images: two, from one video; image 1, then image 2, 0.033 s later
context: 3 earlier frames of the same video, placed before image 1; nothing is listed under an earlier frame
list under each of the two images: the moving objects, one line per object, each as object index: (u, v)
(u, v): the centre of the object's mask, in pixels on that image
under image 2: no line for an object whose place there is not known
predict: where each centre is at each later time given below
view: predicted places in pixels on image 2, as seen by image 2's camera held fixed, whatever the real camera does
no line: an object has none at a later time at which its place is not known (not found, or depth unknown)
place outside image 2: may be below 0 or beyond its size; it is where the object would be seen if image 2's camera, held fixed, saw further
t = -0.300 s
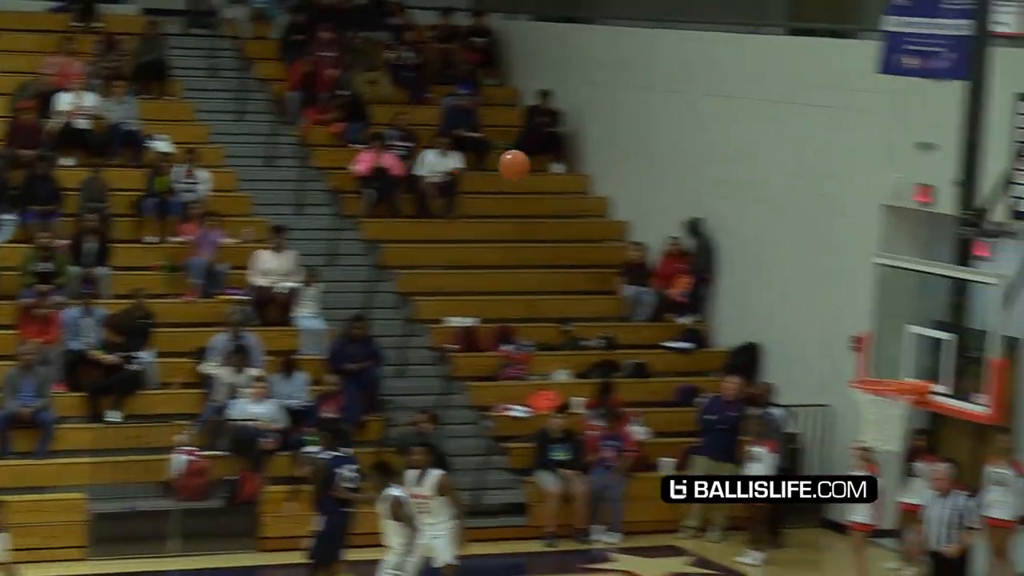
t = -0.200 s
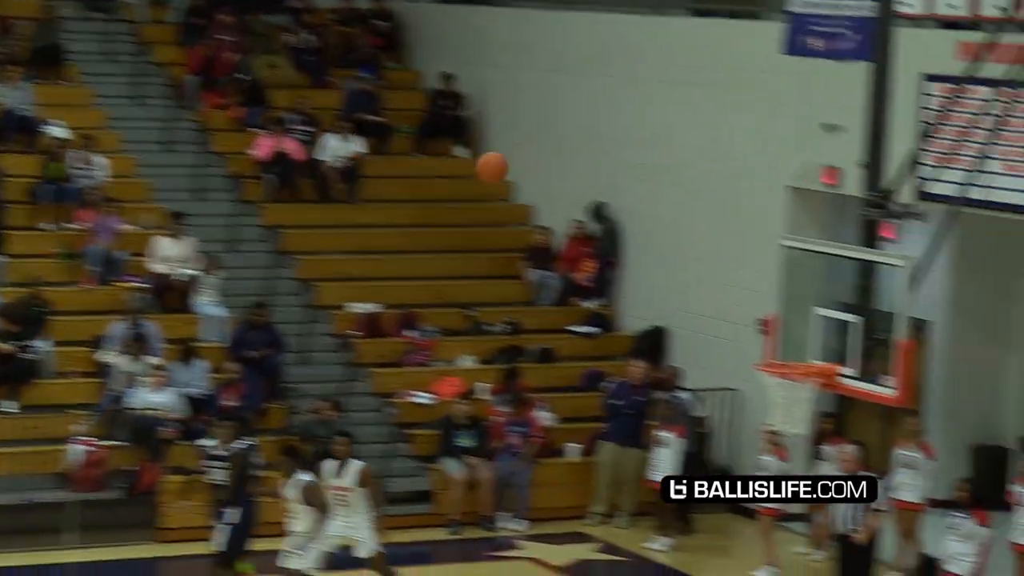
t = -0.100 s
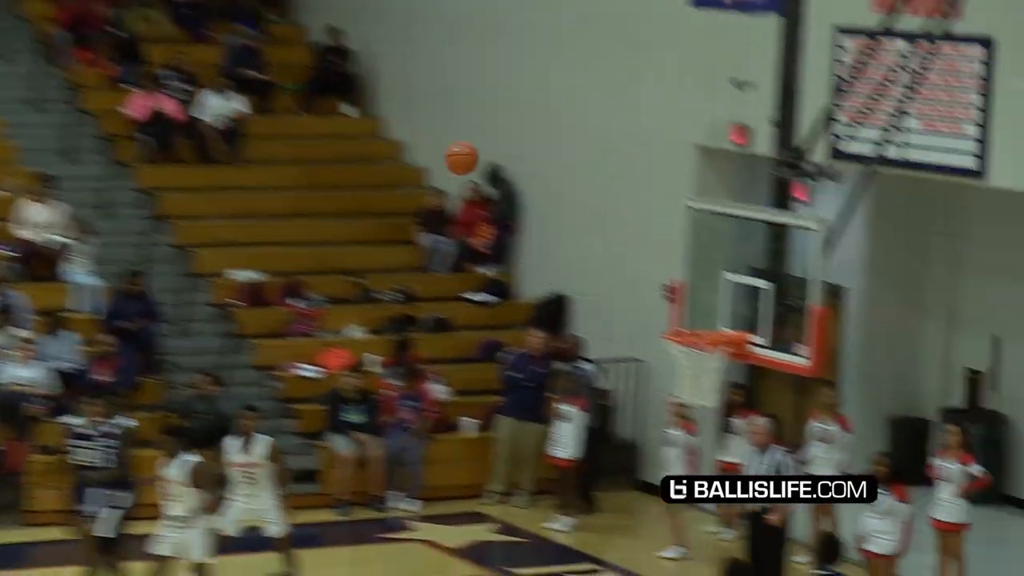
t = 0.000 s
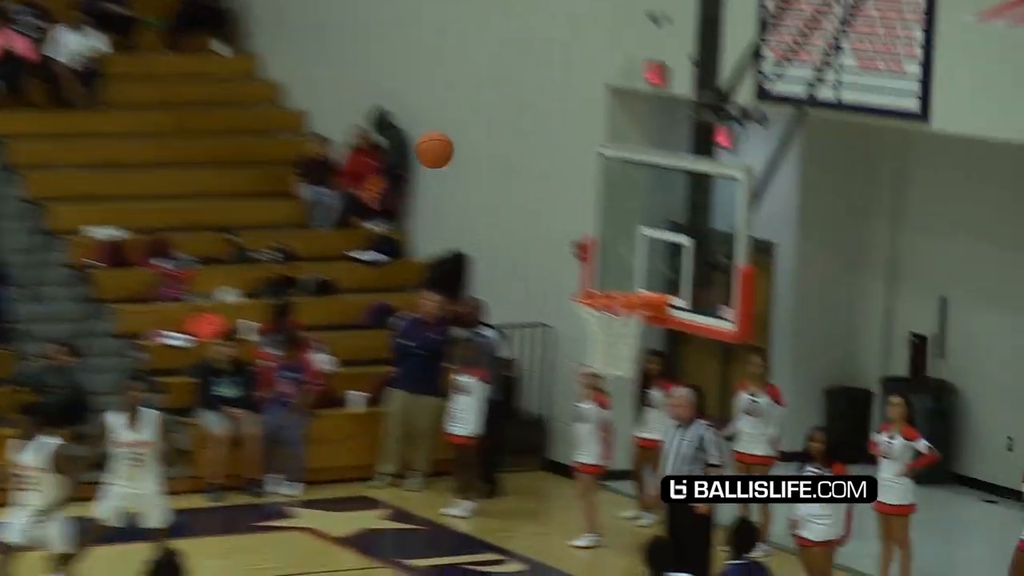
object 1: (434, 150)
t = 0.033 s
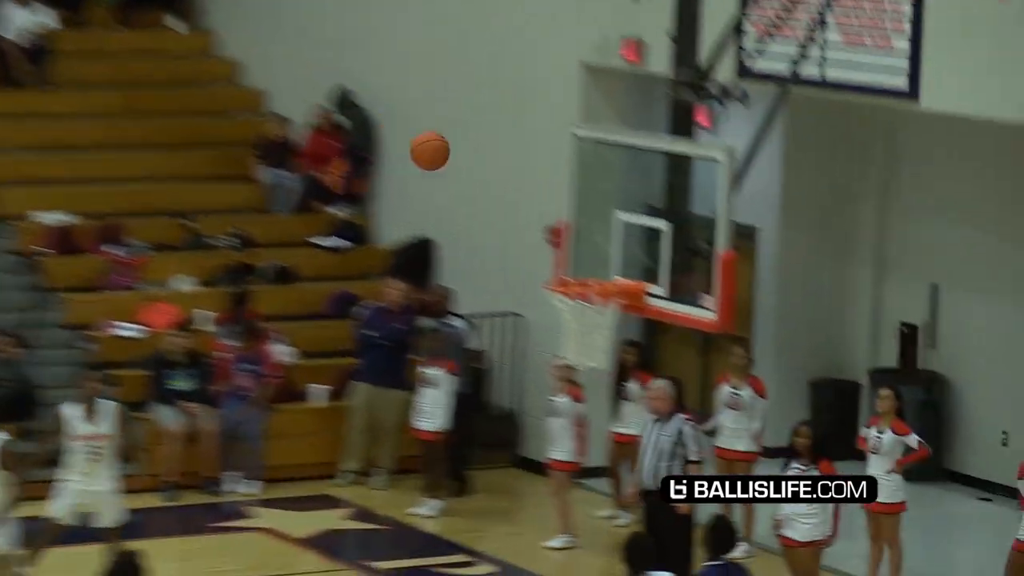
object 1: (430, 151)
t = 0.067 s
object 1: (460, 173)
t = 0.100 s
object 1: (489, 196)
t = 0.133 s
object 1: (520, 222)
